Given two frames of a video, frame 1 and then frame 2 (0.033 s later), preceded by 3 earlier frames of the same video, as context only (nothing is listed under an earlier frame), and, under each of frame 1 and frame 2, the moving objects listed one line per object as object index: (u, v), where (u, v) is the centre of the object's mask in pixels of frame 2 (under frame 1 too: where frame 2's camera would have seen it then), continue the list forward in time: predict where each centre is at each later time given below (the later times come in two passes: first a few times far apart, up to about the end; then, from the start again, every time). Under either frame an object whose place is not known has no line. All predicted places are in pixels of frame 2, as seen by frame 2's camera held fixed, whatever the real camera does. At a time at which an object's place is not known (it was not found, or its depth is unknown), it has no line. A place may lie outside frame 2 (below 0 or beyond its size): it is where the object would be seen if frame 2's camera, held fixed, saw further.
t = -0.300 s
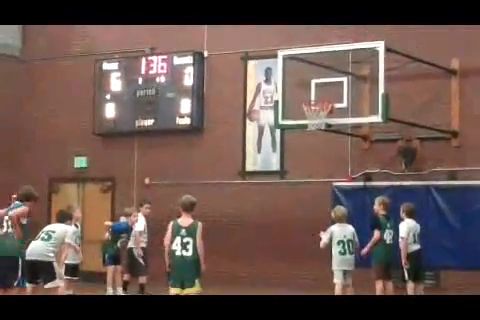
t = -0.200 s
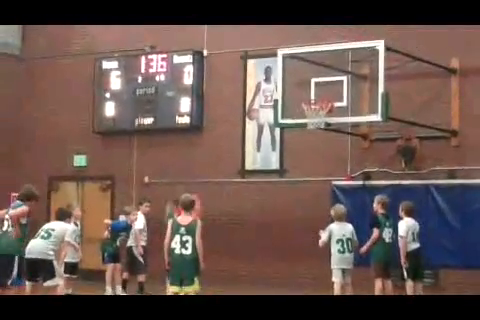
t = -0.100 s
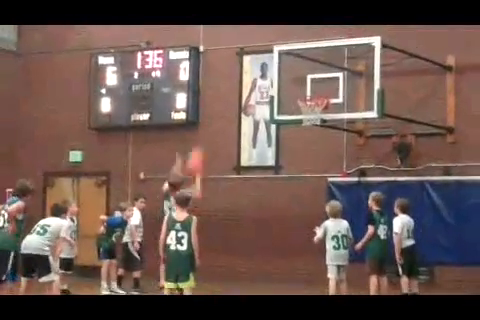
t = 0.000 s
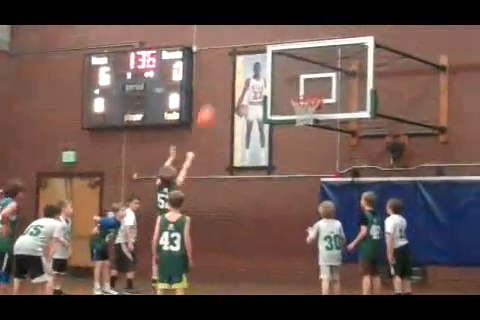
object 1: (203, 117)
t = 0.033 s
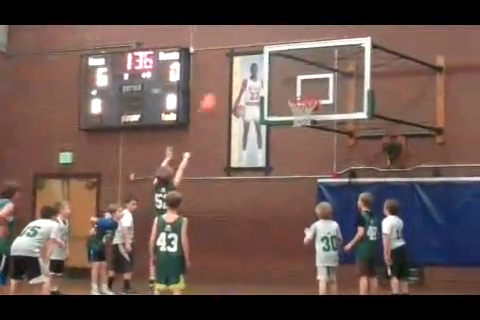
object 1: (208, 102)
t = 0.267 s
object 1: (245, 38)
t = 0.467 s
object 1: (271, 19)
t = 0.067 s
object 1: (214, 90)
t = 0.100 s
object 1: (219, 80)
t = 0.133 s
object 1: (225, 70)
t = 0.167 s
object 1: (230, 60)
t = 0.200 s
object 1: (234, 53)
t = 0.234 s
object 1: (240, 44)
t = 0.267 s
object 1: (245, 38)
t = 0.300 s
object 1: (249, 33)
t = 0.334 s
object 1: (255, 28)
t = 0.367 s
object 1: (259, 24)
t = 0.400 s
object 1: (263, 22)
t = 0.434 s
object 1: (268, 20)
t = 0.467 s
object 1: (271, 19)
